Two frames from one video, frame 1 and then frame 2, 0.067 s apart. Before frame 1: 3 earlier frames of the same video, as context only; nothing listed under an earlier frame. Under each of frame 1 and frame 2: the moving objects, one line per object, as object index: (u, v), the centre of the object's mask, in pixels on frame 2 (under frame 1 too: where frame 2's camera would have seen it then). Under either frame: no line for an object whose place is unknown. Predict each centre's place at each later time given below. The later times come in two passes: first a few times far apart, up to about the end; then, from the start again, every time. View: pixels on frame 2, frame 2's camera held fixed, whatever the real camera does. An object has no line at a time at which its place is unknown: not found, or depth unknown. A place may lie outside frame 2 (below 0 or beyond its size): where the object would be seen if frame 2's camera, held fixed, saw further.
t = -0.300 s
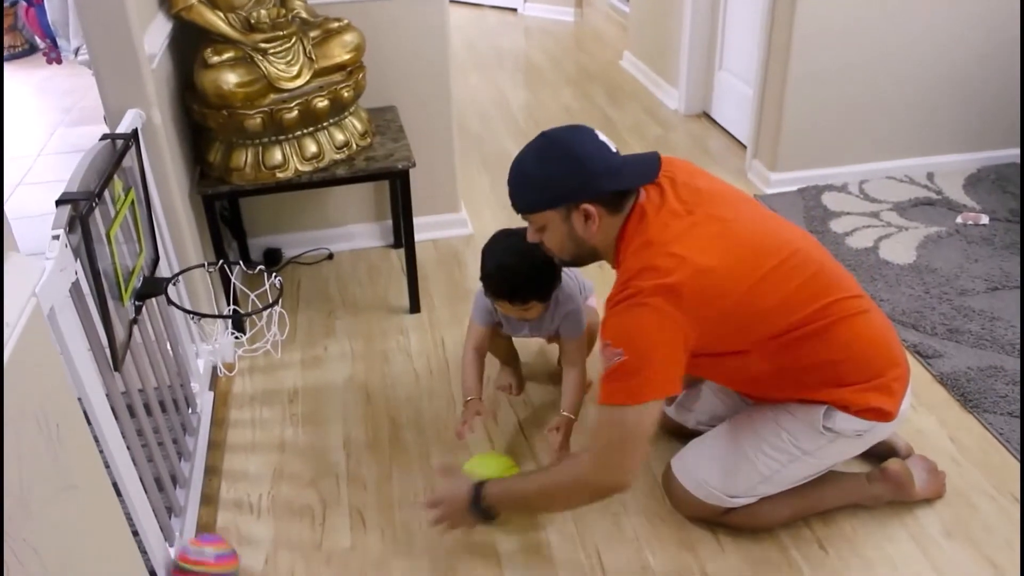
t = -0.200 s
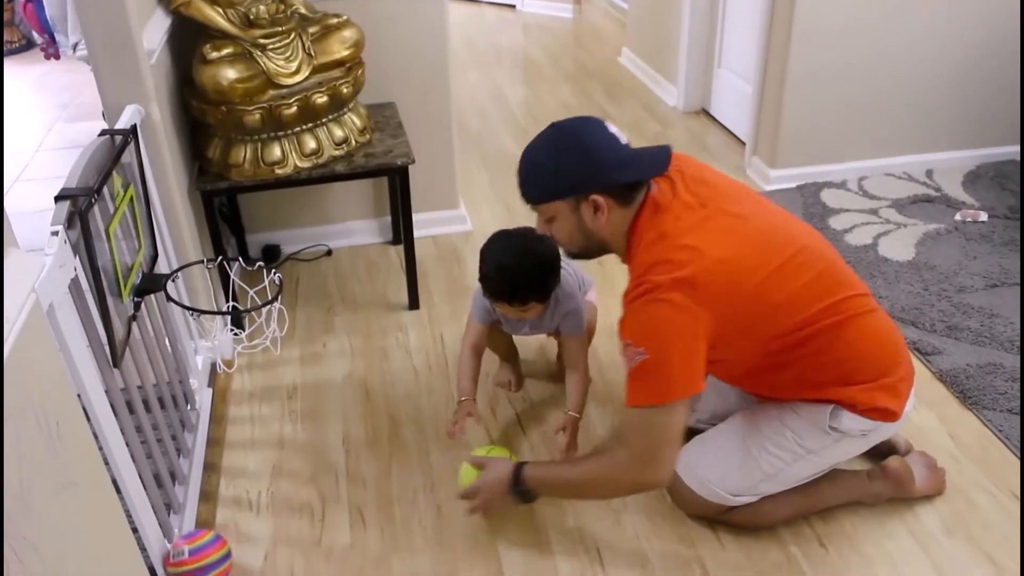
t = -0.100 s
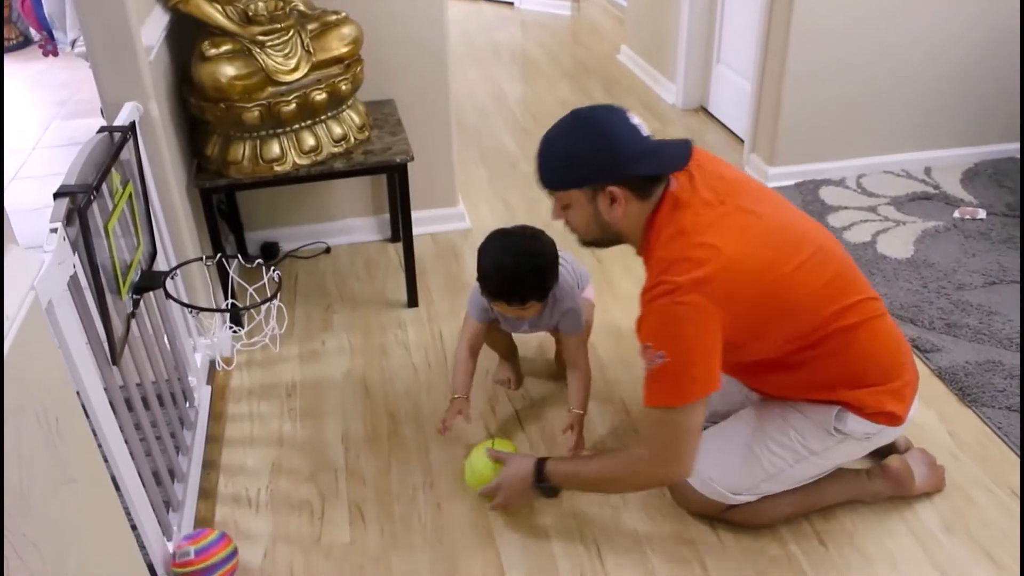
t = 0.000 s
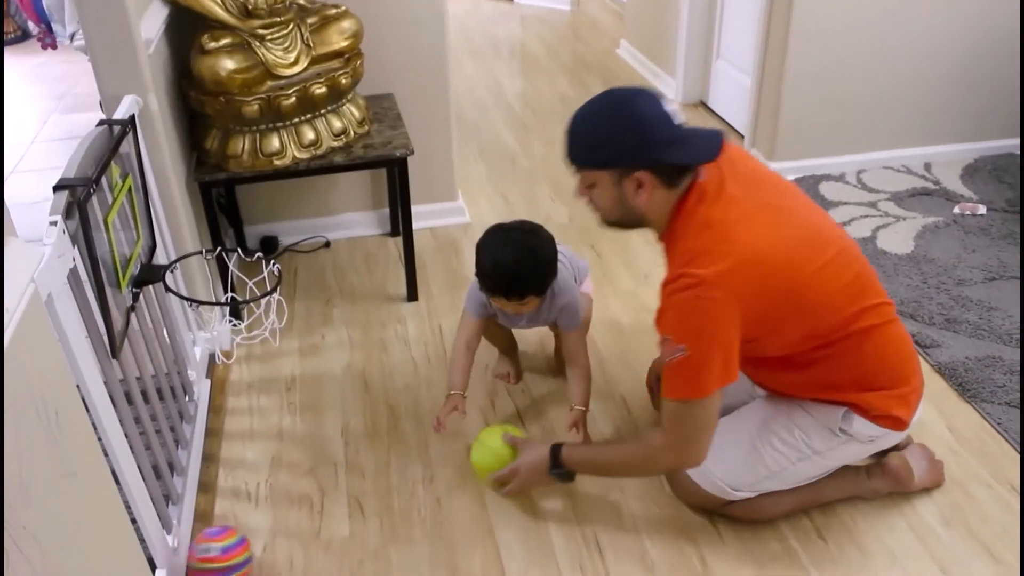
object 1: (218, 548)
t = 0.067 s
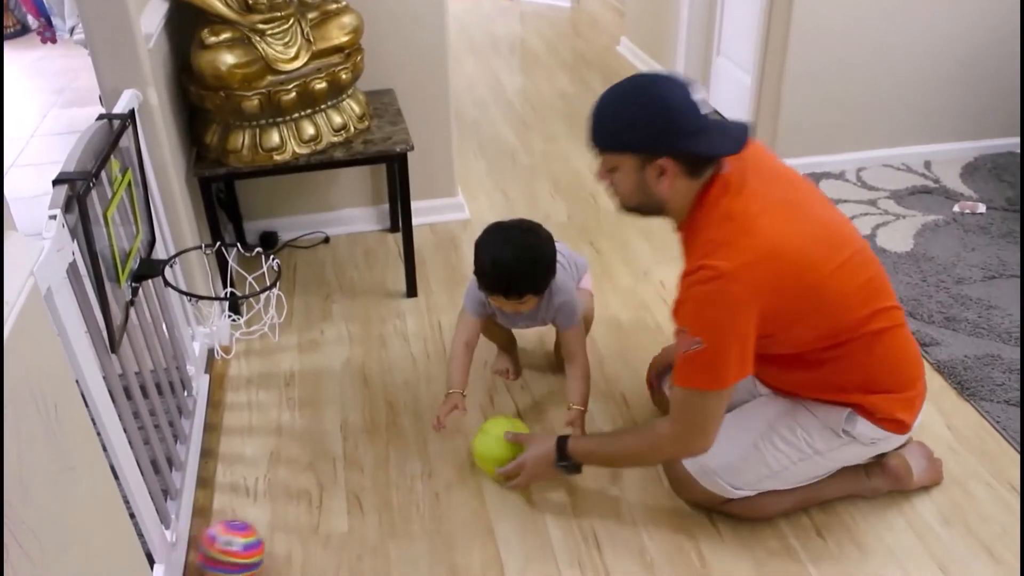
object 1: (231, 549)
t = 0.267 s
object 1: (269, 549)
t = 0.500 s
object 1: (318, 541)
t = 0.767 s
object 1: (372, 525)
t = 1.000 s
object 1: (408, 511)
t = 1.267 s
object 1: (446, 499)
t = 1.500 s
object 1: (479, 485)
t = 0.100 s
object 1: (238, 550)
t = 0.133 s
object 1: (243, 551)
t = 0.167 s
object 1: (249, 550)
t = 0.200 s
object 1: (256, 550)
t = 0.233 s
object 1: (262, 550)
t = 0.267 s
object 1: (269, 549)
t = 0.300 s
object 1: (275, 550)
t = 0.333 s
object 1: (281, 549)
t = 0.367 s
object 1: (289, 548)
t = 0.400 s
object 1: (295, 546)
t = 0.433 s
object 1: (303, 544)
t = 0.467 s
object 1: (311, 543)
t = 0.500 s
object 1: (318, 541)
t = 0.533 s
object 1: (325, 539)
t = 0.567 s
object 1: (333, 537)
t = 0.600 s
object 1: (340, 534)
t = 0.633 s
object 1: (347, 533)
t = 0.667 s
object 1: (353, 531)
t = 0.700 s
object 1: (360, 529)
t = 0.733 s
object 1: (367, 527)
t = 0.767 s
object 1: (372, 525)
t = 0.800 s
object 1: (377, 523)
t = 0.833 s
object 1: (381, 520)
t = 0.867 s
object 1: (387, 518)
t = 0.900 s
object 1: (393, 516)
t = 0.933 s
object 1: (398, 515)
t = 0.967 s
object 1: (403, 513)
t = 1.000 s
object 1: (408, 511)
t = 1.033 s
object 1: (413, 510)
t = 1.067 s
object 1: (418, 508)
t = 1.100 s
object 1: (422, 507)
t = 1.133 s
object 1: (427, 505)
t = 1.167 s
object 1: (432, 503)
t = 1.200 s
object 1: (437, 501)
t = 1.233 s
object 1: (440, 501)
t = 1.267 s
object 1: (446, 499)
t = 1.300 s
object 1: (450, 498)
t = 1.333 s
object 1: (454, 496)
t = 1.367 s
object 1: (459, 494)
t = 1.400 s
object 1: (464, 492)
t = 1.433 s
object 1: (468, 490)
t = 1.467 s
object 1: (473, 488)
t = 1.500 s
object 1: (479, 485)
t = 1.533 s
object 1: (484, 483)
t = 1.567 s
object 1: (489, 481)
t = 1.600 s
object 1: (493, 478)
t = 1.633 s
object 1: (498, 476)
